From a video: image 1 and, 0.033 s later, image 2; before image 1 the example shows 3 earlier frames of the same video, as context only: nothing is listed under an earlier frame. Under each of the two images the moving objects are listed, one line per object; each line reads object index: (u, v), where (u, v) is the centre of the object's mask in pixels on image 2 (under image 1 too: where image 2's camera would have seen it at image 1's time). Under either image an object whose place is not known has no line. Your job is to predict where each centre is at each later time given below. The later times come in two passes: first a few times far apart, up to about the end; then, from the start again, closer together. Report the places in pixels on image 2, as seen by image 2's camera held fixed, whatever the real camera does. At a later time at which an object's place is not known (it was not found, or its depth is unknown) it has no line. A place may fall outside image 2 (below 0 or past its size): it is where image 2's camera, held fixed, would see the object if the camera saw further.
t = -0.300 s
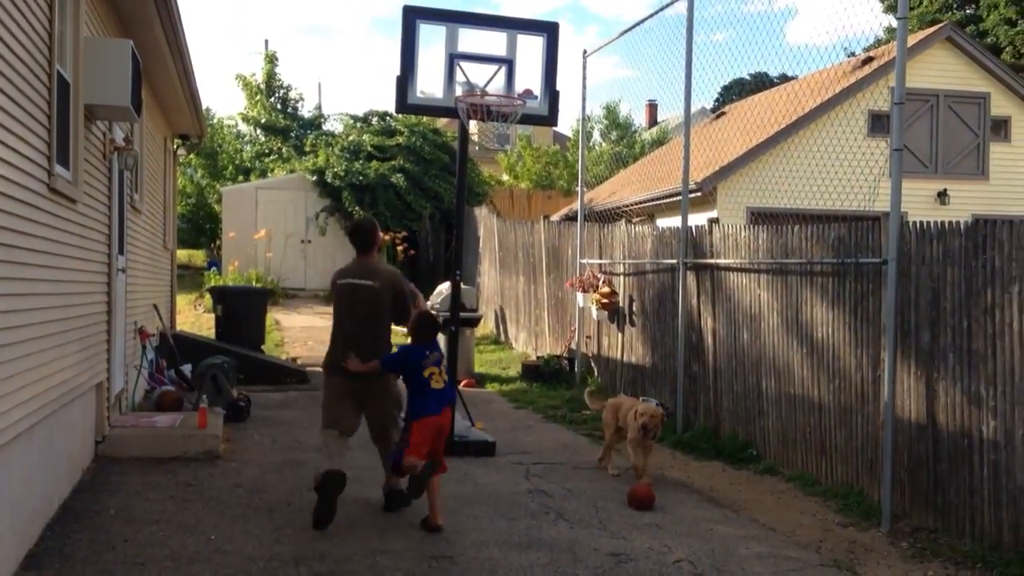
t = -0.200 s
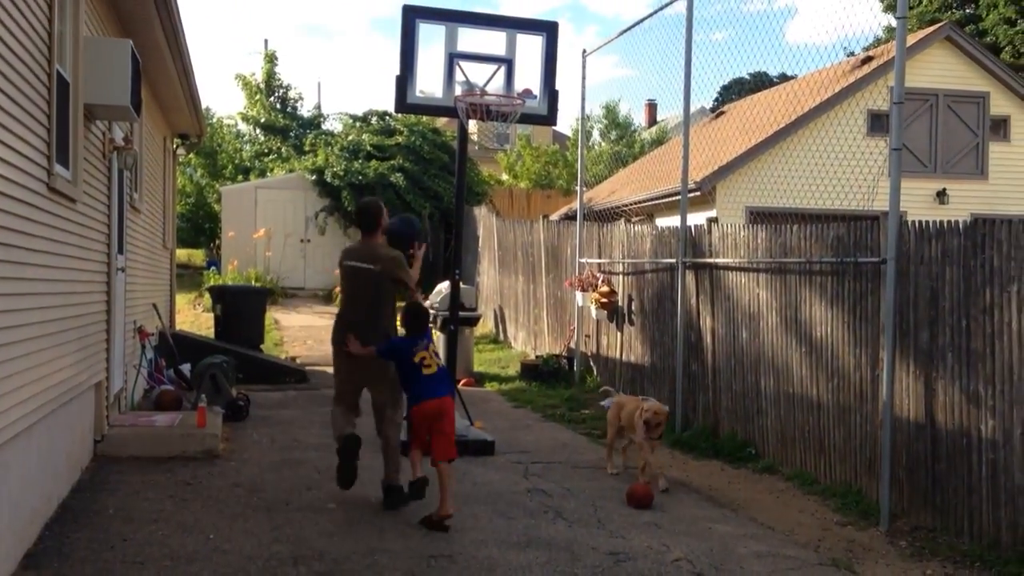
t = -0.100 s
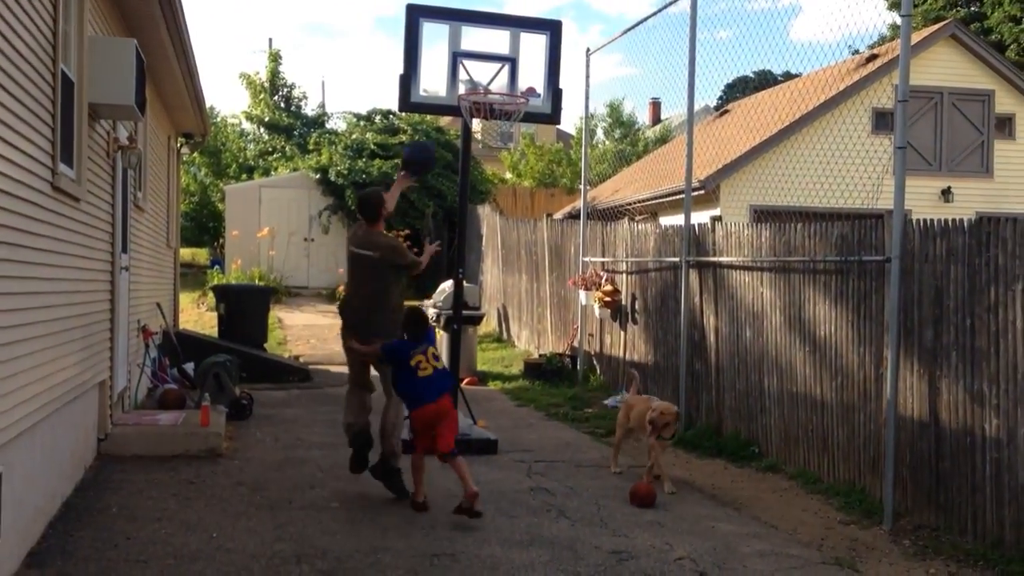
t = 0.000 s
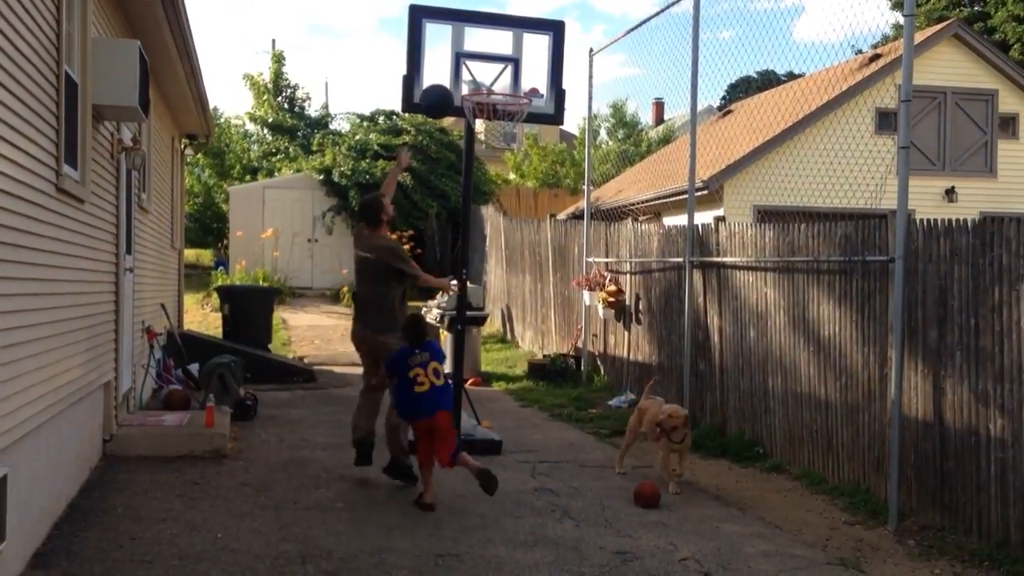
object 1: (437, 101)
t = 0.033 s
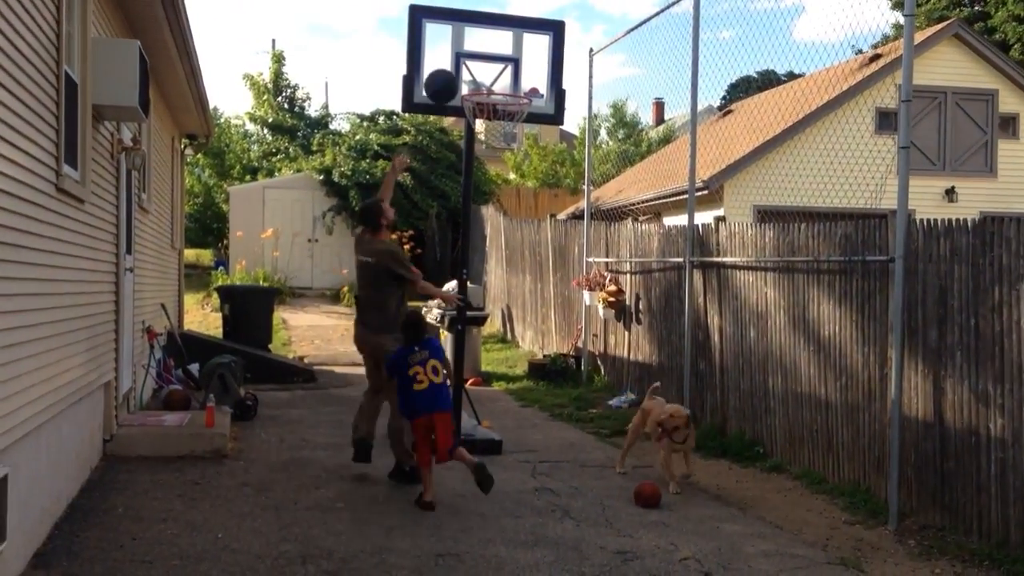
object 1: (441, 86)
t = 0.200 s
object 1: (462, 38)
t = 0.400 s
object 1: (485, 40)
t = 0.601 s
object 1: (508, 100)
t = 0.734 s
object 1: (502, 143)
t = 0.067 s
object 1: (445, 73)
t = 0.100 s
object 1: (450, 61)
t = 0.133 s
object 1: (454, 51)
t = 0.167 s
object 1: (458, 43)
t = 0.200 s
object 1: (462, 38)
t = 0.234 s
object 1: (466, 34)
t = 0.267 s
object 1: (469, 32)
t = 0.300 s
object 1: (474, 31)
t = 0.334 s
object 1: (478, 33)
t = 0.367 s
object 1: (482, 35)
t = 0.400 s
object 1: (485, 40)
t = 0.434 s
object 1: (489, 45)
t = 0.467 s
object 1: (493, 52)
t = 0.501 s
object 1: (497, 61)
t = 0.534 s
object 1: (502, 71)
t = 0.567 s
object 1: (505, 81)
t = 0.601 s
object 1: (508, 100)
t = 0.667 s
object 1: (506, 120)
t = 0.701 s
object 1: (505, 131)
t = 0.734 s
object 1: (502, 143)
